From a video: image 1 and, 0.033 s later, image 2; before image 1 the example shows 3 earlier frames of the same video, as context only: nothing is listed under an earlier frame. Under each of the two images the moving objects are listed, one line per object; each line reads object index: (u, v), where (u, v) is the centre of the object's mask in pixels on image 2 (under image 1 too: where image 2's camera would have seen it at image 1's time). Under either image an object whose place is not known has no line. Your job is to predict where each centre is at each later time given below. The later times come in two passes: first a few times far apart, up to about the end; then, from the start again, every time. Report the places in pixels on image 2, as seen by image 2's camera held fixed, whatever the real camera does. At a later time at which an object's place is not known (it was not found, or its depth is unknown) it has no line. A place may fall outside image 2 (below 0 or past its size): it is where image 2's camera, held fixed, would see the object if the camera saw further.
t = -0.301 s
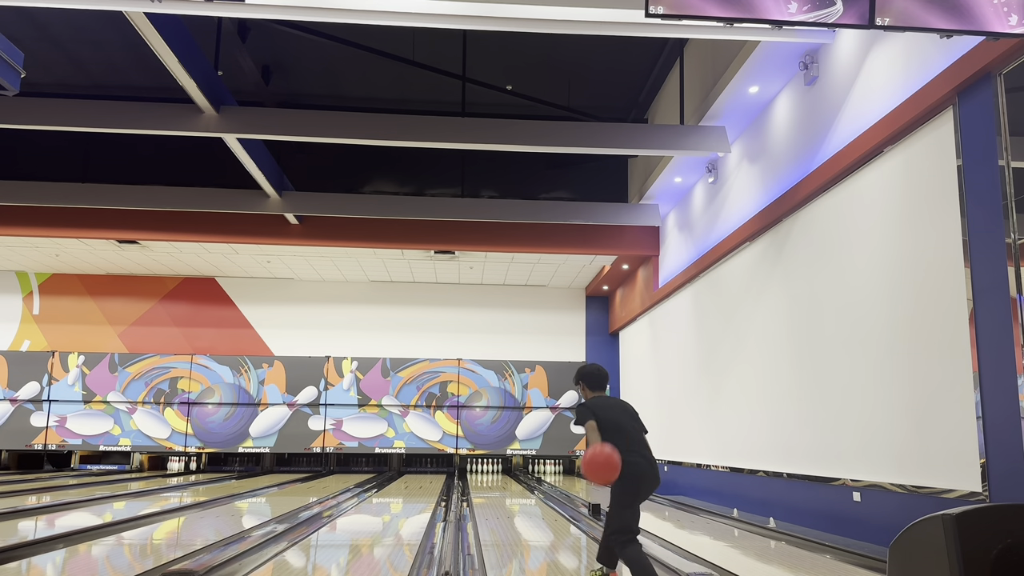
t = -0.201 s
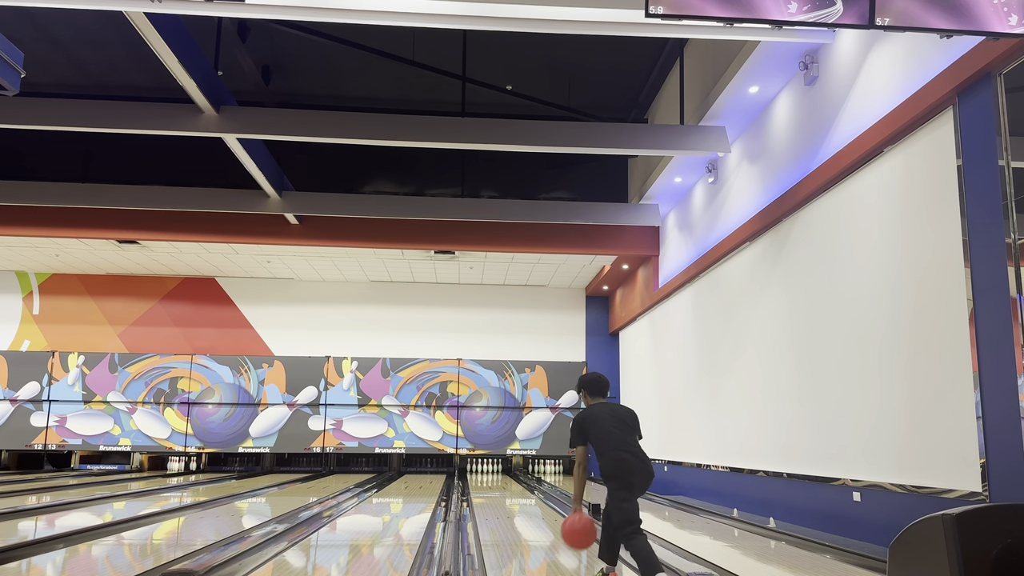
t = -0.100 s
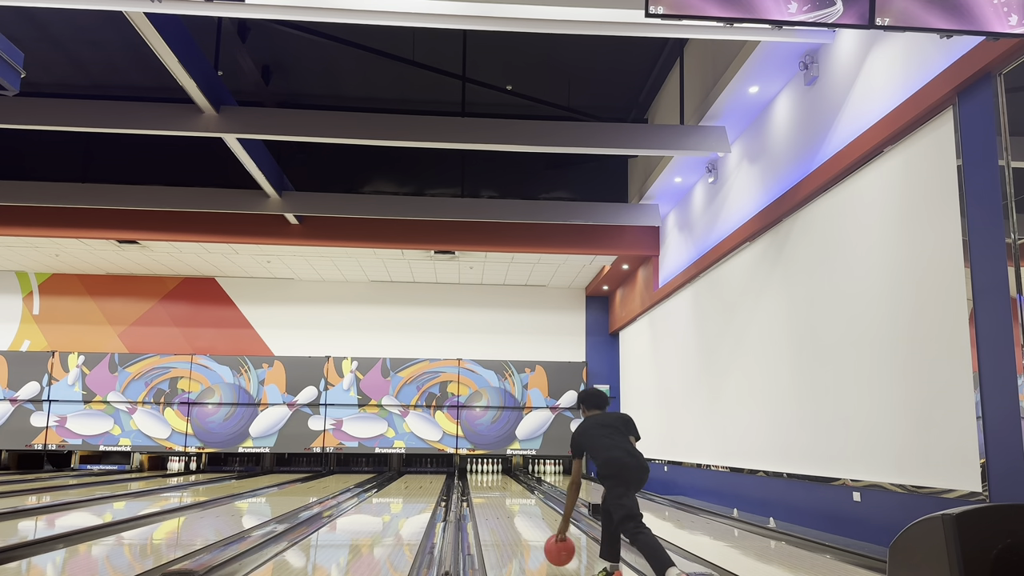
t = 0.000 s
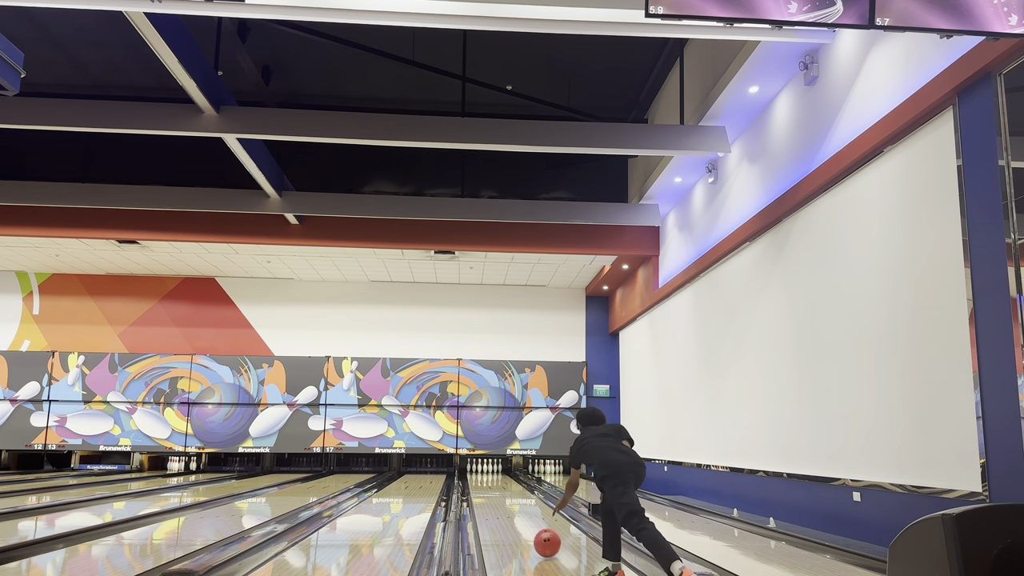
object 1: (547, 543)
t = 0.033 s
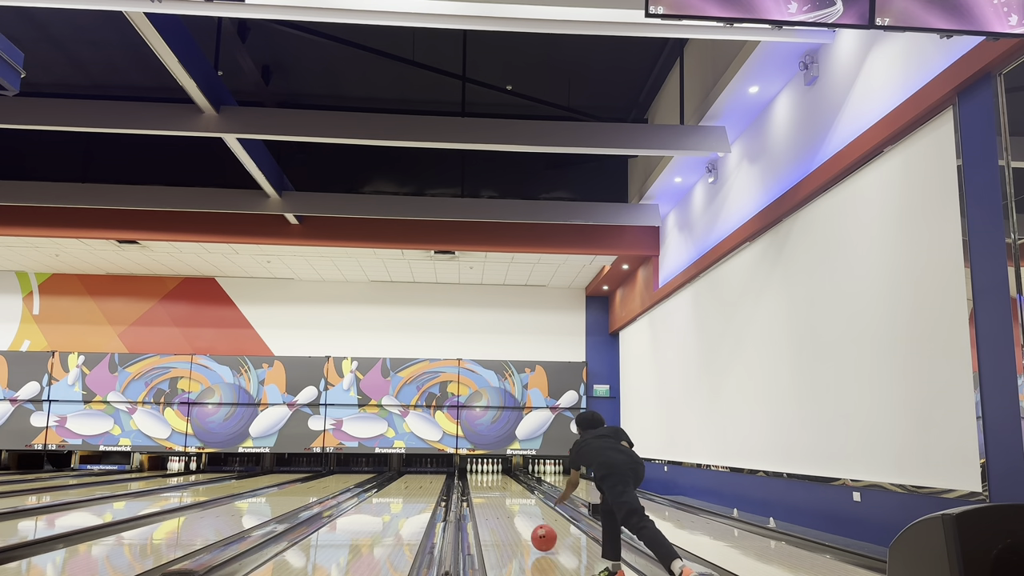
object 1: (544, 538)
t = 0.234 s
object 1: (528, 519)
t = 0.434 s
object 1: (518, 506)
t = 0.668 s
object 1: (510, 496)
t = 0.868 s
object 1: (504, 489)
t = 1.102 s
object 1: (500, 483)
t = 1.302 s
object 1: (497, 479)
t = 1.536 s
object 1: (494, 475)
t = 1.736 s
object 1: (492, 473)
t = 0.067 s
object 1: (540, 534)
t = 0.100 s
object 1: (538, 532)
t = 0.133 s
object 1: (535, 528)
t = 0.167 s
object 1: (532, 525)
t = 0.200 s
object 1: (530, 522)
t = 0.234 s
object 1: (528, 519)
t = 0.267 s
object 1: (526, 517)
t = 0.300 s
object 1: (525, 514)
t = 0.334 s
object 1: (523, 512)
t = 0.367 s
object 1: (521, 510)
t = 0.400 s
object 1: (519, 508)
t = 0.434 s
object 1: (518, 506)
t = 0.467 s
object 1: (517, 505)
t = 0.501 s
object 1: (515, 503)
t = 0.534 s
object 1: (514, 501)
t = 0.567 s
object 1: (513, 500)
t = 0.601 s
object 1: (512, 499)
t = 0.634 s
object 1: (511, 497)
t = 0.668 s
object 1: (510, 496)
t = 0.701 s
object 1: (509, 495)
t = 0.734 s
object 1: (508, 493)
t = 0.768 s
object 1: (507, 492)
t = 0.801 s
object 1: (506, 491)
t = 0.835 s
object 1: (505, 490)
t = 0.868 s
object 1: (504, 489)
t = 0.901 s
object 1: (504, 488)
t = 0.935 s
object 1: (503, 487)
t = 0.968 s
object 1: (502, 486)
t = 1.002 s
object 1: (502, 486)
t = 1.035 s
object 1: (501, 485)
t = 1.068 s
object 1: (501, 484)
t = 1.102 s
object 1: (500, 483)
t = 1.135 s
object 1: (499, 482)
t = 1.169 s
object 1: (498, 481)
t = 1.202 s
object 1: (498, 481)
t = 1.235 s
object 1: (498, 480)
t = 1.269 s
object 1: (497, 479)
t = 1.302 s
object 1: (497, 479)
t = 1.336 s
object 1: (497, 478)
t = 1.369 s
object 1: (496, 478)
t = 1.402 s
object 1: (495, 477)
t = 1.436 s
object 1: (495, 477)
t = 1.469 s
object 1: (494, 476)
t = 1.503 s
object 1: (494, 476)
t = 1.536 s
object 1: (494, 475)
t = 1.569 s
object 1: (493, 475)
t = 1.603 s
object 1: (493, 474)
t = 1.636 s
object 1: (492, 474)
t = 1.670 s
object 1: (492, 473)
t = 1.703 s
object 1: (492, 473)
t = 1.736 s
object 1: (492, 473)
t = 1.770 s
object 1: (491, 472)
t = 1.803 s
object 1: (491, 472)
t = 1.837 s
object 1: (490, 472)
